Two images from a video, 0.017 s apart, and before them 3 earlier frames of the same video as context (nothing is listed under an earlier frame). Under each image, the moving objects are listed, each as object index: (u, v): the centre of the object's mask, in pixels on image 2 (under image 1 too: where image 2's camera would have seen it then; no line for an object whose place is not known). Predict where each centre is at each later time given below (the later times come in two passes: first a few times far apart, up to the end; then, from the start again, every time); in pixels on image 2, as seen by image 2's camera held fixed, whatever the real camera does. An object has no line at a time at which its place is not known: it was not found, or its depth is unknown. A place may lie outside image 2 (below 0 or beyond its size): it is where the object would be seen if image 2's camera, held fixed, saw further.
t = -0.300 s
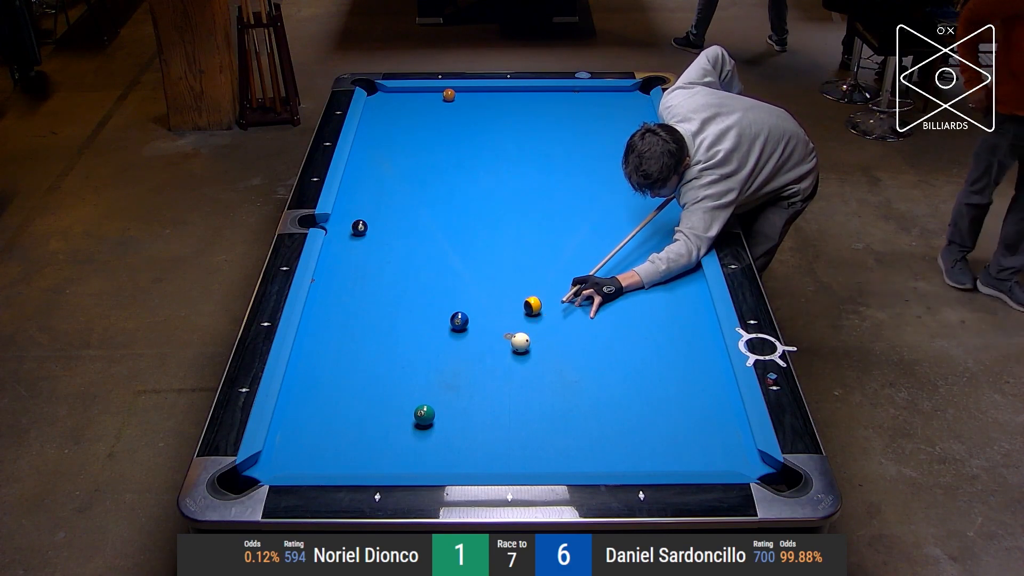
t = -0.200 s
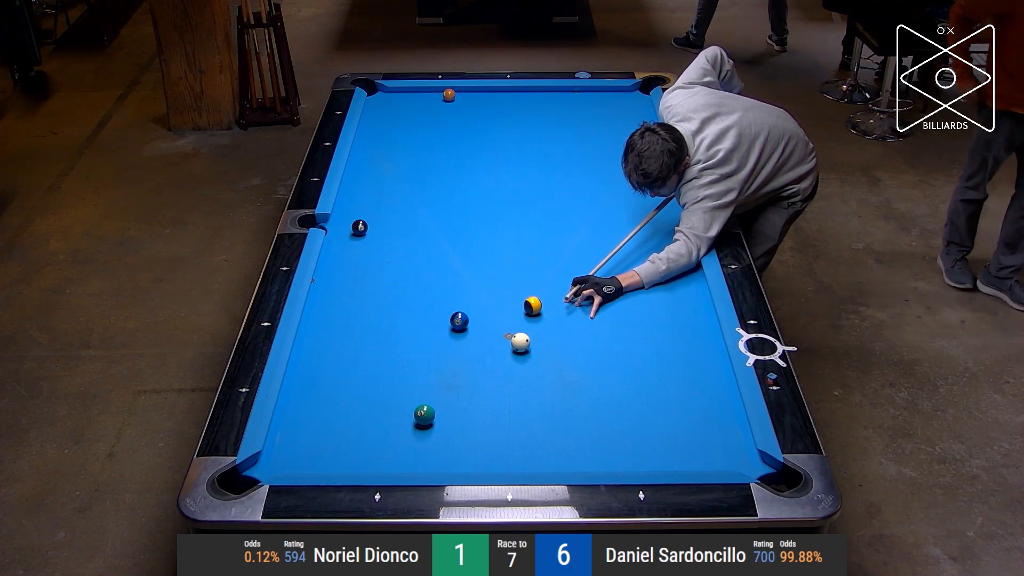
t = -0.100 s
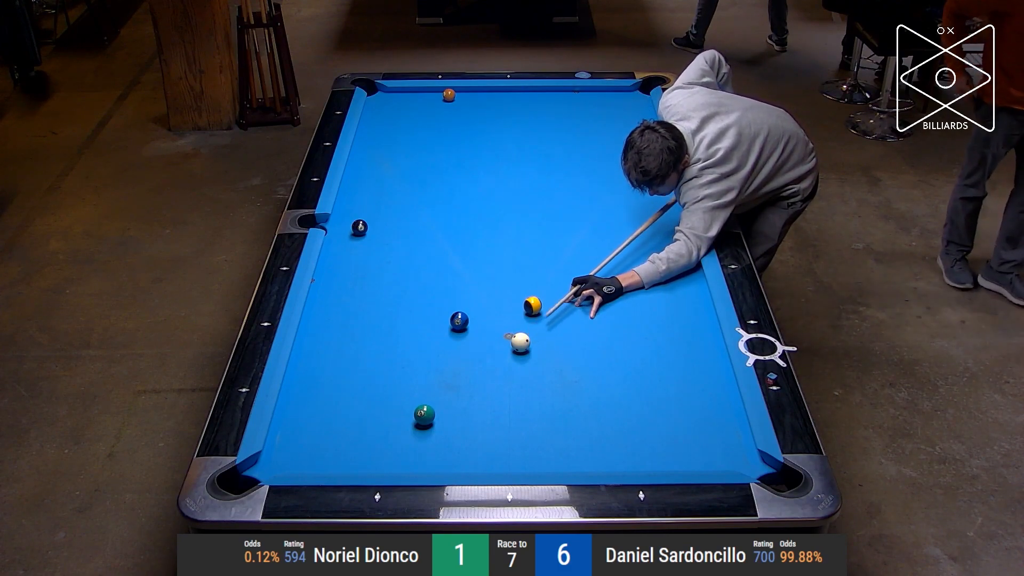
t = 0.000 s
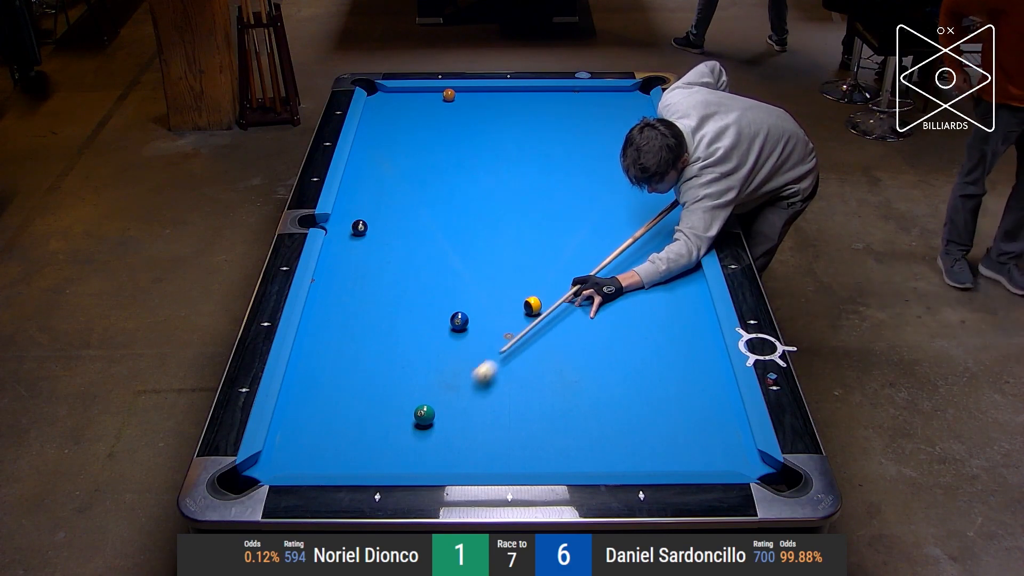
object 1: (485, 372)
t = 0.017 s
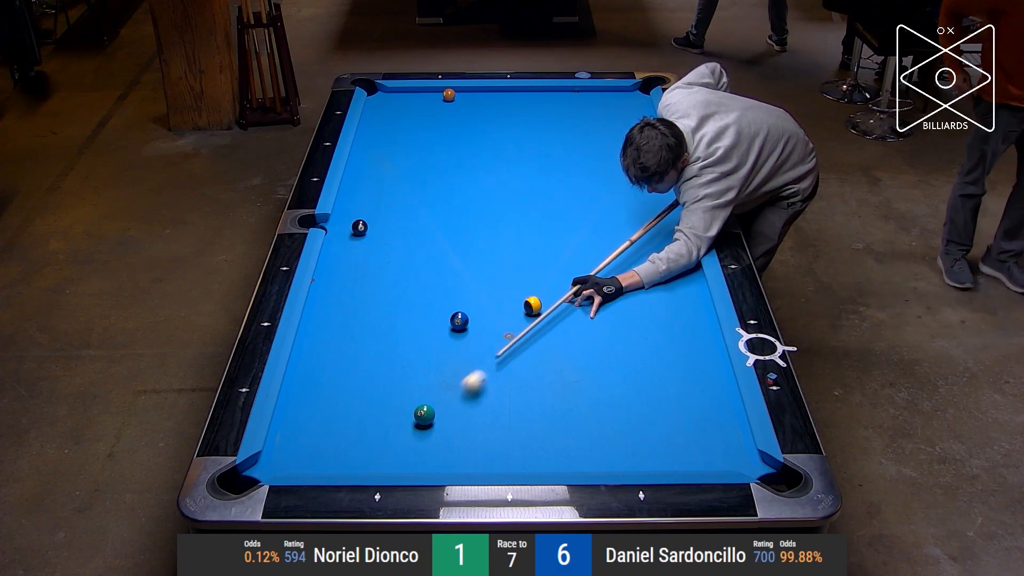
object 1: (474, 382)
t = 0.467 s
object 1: (427, 418)
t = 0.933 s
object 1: (371, 346)
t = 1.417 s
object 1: (326, 287)
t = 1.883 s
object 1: (353, 249)
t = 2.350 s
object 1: (390, 220)
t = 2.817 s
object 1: (425, 197)
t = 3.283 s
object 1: (455, 177)
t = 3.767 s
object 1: (482, 160)
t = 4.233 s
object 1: (503, 146)
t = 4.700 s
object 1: (522, 135)
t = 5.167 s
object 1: (537, 125)
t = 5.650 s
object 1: (551, 117)
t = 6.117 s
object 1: (561, 111)
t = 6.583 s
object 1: (570, 107)
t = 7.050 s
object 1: (576, 103)
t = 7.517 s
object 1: (580, 101)
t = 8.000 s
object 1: (582, 100)
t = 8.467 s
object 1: (582, 100)
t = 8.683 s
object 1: (582, 100)
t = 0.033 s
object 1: (463, 391)
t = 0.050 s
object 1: (451, 402)
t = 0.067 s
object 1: (445, 411)
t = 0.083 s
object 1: (448, 417)
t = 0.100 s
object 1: (451, 423)
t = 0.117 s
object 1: (453, 429)
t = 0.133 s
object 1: (455, 435)
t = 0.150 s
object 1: (457, 441)
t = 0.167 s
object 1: (458, 446)
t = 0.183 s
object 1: (460, 453)
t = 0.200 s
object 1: (461, 459)
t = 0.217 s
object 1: (462, 462)
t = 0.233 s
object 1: (462, 464)
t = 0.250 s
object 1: (459, 461)
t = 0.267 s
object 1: (456, 458)
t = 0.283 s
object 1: (454, 454)
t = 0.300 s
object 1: (451, 450)
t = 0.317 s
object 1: (449, 446)
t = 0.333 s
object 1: (446, 443)
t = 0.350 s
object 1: (443, 439)
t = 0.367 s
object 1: (441, 436)
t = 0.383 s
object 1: (439, 433)
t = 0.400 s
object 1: (436, 430)
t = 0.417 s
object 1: (434, 427)
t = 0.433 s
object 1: (432, 424)
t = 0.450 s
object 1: (429, 421)
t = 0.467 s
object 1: (427, 418)
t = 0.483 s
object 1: (425, 415)
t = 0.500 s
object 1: (423, 412)
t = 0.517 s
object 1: (420, 409)
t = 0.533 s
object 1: (418, 407)
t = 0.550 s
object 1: (416, 404)
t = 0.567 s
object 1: (414, 401)
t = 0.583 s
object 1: (412, 399)
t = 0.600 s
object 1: (409, 396)
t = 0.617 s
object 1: (407, 393)
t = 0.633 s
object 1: (405, 390)
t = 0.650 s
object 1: (403, 388)
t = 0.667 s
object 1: (401, 385)
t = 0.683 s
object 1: (399, 382)
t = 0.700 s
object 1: (397, 380)
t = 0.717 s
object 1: (395, 377)
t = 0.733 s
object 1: (393, 375)
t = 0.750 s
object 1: (391, 372)
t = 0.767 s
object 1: (389, 370)
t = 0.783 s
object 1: (388, 368)
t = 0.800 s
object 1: (386, 365)
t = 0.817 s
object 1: (384, 362)
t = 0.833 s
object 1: (382, 360)
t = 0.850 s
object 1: (380, 358)
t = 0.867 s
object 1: (378, 355)
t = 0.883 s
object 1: (376, 353)
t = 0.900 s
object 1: (375, 351)
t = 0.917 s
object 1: (373, 348)
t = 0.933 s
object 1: (371, 346)
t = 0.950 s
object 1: (369, 344)
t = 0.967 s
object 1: (367, 342)
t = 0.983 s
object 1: (366, 339)
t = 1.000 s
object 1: (364, 337)
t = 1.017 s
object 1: (362, 335)
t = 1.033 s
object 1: (361, 333)
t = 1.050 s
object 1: (359, 331)
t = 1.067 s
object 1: (357, 328)
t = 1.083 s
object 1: (356, 326)
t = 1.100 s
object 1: (354, 324)
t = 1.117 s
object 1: (352, 322)
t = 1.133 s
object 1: (351, 320)
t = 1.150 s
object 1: (349, 318)
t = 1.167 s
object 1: (348, 316)
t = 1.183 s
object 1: (346, 314)
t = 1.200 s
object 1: (345, 312)
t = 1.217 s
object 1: (343, 310)
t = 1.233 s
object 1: (341, 308)
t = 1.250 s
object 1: (340, 306)
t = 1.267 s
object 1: (338, 304)
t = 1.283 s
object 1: (337, 302)
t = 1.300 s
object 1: (336, 300)
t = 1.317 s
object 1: (334, 298)
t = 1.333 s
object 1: (333, 296)
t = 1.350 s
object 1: (331, 294)
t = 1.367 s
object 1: (330, 292)
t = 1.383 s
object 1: (328, 291)
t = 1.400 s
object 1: (327, 289)
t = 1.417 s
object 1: (326, 287)
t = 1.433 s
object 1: (324, 285)
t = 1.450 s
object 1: (323, 283)
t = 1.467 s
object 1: (321, 282)
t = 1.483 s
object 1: (320, 280)
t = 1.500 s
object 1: (321, 278)
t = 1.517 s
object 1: (323, 277)
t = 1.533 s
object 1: (324, 276)
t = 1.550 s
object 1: (325, 274)
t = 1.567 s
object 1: (327, 273)
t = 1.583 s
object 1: (329, 272)
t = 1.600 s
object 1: (330, 270)
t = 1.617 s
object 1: (331, 269)
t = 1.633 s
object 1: (333, 268)
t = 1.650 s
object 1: (334, 266)
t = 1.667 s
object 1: (335, 265)
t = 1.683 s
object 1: (337, 264)
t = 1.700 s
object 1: (338, 262)
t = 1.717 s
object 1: (340, 261)
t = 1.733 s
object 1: (341, 260)
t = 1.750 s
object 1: (342, 259)
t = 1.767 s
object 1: (344, 257)
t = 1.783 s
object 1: (345, 256)
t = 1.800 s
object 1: (347, 255)
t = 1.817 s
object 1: (348, 254)
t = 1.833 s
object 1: (349, 253)
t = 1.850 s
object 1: (350, 252)
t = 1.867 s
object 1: (352, 250)
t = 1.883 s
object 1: (353, 249)
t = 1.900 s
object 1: (354, 248)
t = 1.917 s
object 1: (355, 247)
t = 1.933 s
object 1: (357, 246)
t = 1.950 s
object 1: (358, 244)
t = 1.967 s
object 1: (359, 243)
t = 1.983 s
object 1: (360, 242)
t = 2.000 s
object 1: (362, 241)
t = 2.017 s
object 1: (363, 240)
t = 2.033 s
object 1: (364, 239)
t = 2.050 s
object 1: (365, 238)
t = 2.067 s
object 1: (367, 236)
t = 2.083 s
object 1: (368, 235)
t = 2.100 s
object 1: (369, 234)
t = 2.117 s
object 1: (370, 233)
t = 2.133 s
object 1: (371, 232)
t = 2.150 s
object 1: (373, 231)
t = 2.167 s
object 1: (374, 230)
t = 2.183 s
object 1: (376, 229)
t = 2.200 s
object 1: (377, 228)
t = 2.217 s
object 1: (379, 227)
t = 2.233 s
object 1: (380, 226)
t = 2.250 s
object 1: (381, 225)
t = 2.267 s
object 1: (383, 224)
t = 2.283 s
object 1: (384, 223)
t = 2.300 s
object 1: (386, 223)
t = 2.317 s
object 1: (387, 222)
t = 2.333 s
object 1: (388, 221)
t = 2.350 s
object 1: (390, 220)
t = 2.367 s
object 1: (391, 219)
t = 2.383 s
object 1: (392, 218)
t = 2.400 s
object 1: (394, 217)
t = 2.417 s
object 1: (395, 216)
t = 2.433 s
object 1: (396, 215)
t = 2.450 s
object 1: (398, 215)
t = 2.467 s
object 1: (399, 214)
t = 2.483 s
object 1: (400, 213)
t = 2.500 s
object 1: (402, 212)
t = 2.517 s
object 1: (403, 211)
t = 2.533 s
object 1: (404, 210)
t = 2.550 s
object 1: (406, 210)
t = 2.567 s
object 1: (407, 208)
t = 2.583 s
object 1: (408, 208)
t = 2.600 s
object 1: (409, 207)
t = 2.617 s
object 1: (411, 206)
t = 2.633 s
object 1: (412, 205)
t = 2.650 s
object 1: (413, 204)
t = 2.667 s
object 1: (414, 204)
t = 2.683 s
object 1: (415, 203)
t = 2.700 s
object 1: (417, 202)
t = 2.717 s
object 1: (418, 201)
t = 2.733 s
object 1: (419, 200)
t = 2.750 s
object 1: (421, 200)
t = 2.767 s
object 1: (422, 199)
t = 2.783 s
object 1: (423, 198)
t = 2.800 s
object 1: (424, 197)
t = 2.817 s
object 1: (425, 197)
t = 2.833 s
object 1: (427, 196)
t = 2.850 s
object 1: (428, 195)
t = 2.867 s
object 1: (429, 194)
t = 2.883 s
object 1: (430, 193)
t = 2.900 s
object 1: (431, 193)
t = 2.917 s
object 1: (432, 192)
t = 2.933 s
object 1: (433, 191)
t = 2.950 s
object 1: (434, 191)
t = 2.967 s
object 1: (436, 190)
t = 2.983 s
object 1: (437, 189)
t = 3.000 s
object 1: (438, 188)
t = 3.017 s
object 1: (439, 188)
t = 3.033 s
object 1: (440, 187)
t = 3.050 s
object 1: (441, 186)
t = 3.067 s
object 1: (442, 186)
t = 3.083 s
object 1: (443, 185)
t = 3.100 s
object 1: (444, 184)
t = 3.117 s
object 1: (445, 184)
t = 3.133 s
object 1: (446, 183)
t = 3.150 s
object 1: (447, 182)
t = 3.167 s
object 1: (448, 182)
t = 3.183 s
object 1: (449, 181)
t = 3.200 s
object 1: (450, 180)
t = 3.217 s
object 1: (451, 180)
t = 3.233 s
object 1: (452, 179)
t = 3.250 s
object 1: (453, 178)
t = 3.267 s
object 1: (454, 178)
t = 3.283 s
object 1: (455, 177)
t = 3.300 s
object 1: (456, 177)
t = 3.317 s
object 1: (457, 176)
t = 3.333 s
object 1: (458, 175)
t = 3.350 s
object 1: (459, 175)
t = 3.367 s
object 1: (460, 174)
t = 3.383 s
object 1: (461, 173)
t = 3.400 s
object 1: (462, 172)
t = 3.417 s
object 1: (463, 172)
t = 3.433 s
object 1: (464, 171)
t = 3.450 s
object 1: (465, 171)
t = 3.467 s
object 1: (466, 170)
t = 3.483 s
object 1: (467, 170)
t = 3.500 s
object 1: (468, 169)
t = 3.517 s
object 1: (468, 168)
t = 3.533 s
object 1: (469, 168)
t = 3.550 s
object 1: (470, 167)
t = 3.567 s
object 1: (471, 166)
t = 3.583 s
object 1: (472, 166)
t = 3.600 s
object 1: (473, 165)
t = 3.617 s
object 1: (474, 165)
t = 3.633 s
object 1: (475, 164)
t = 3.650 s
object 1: (476, 164)
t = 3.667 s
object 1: (477, 163)
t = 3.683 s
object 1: (478, 163)
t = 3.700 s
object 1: (478, 162)
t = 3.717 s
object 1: (479, 161)
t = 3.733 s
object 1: (480, 161)
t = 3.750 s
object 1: (481, 160)
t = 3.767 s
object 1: (482, 160)
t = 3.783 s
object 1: (483, 159)
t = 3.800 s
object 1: (483, 159)
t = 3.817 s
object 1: (484, 158)
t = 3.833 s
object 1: (485, 158)
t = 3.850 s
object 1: (486, 157)
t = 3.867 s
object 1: (486, 157)
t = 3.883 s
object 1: (487, 156)
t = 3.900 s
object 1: (488, 156)
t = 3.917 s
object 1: (489, 155)
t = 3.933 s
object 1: (490, 155)
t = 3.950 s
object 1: (491, 154)
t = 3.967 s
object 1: (491, 154)
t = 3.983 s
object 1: (492, 153)
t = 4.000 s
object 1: (493, 153)
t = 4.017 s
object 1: (494, 152)
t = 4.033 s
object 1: (495, 152)
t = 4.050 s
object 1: (496, 151)
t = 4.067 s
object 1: (496, 151)
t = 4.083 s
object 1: (497, 150)
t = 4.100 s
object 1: (498, 150)
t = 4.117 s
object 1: (498, 150)
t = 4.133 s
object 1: (499, 149)
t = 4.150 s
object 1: (500, 149)
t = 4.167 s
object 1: (501, 148)
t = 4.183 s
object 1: (501, 148)
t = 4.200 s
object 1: (502, 147)
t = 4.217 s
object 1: (503, 147)
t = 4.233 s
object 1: (503, 146)
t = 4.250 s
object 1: (504, 146)
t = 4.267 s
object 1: (505, 145)
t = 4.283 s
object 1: (506, 145)
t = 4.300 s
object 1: (506, 144)
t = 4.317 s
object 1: (507, 144)
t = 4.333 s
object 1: (508, 144)
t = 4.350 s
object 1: (509, 143)
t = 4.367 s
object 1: (509, 143)
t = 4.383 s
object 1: (510, 142)
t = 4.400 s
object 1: (510, 142)
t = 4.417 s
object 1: (511, 141)
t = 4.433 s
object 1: (512, 141)
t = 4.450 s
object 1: (512, 141)
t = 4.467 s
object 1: (513, 140)
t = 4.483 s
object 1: (513, 140)
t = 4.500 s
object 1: (514, 139)
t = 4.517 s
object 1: (515, 139)
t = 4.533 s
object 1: (515, 139)
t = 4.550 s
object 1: (516, 138)
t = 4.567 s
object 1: (517, 138)
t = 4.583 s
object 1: (518, 137)
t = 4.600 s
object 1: (518, 137)
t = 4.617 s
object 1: (519, 137)
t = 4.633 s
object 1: (519, 136)
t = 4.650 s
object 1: (520, 136)
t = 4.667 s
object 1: (521, 136)
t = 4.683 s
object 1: (521, 135)
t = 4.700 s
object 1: (522, 135)
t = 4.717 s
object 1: (523, 134)
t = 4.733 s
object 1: (523, 134)
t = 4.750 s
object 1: (524, 134)
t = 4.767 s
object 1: (524, 133)
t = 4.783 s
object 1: (525, 133)
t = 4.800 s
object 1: (525, 133)
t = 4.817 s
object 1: (526, 132)
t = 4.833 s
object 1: (527, 132)
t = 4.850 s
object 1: (527, 132)
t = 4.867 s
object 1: (528, 131)
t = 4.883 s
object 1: (528, 131)
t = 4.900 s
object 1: (529, 131)
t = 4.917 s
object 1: (529, 130)
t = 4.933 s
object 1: (530, 130)
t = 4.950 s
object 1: (530, 130)
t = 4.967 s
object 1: (531, 129)
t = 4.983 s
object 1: (531, 129)
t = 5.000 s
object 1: (532, 128)
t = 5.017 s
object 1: (532, 128)
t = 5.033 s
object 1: (533, 128)
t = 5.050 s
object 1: (534, 127)
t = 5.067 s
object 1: (534, 127)
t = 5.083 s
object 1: (535, 127)
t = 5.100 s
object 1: (535, 127)
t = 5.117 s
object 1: (536, 126)
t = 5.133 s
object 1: (536, 126)
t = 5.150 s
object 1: (537, 126)
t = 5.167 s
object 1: (537, 125)
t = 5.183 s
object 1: (538, 125)
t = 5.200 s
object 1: (538, 125)
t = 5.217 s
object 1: (539, 124)
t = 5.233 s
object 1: (539, 124)
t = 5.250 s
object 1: (540, 124)
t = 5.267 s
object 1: (540, 124)
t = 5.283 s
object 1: (541, 123)
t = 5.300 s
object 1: (541, 123)
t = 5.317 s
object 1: (542, 123)
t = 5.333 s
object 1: (542, 122)
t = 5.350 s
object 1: (543, 122)
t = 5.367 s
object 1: (543, 122)
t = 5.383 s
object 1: (544, 122)
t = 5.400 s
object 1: (544, 121)
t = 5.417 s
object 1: (544, 121)
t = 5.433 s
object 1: (545, 121)
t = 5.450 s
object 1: (545, 121)
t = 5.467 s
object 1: (546, 120)
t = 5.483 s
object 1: (546, 120)
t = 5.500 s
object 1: (547, 120)
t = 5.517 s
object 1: (547, 119)
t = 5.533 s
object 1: (548, 119)
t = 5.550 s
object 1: (548, 119)
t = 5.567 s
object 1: (548, 119)
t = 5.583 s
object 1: (549, 118)
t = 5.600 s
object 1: (549, 118)
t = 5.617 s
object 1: (550, 118)
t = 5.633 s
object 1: (550, 118)
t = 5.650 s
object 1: (551, 117)
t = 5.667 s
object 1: (551, 117)
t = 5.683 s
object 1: (552, 117)
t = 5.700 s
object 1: (552, 117)
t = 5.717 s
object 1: (552, 116)
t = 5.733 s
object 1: (553, 116)
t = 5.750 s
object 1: (553, 116)
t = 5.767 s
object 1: (554, 116)
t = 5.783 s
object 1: (554, 115)
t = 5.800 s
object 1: (554, 115)
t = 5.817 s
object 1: (555, 115)
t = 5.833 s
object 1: (555, 115)
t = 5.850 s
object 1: (556, 114)
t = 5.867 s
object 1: (556, 114)
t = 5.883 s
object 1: (556, 114)
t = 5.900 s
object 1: (557, 114)
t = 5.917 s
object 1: (557, 114)
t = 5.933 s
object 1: (557, 113)
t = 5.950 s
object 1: (558, 113)
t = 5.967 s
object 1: (558, 113)
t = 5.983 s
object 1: (558, 113)
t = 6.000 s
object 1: (559, 113)
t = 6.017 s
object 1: (559, 112)
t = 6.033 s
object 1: (559, 112)
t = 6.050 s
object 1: (560, 112)
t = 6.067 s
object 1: (560, 112)
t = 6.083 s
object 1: (560, 112)
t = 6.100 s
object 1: (561, 112)
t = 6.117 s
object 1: (561, 111)
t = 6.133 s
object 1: (561, 111)
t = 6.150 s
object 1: (562, 111)
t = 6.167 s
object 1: (562, 111)
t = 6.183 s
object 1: (562, 110)
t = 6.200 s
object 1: (563, 110)
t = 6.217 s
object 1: (563, 110)
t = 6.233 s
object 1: (563, 110)
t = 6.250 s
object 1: (564, 110)
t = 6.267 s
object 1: (564, 110)
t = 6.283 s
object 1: (564, 109)
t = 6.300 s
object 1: (565, 109)
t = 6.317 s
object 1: (565, 109)
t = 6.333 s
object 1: (565, 109)
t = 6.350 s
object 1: (566, 109)
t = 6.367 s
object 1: (566, 109)
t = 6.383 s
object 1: (566, 108)
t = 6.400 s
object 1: (566, 108)
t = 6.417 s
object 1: (567, 108)
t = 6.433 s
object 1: (567, 108)
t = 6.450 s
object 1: (567, 108)
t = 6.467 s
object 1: (567, 108)
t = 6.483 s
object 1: (568, 107)
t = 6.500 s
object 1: (568, 107)
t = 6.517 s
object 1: (568, 107)
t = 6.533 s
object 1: (569, 107)
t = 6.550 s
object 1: (569, 107)
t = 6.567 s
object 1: (569, 107)
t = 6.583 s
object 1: (570, 107)
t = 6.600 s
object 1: (570, 106)
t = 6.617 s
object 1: (570, 106)
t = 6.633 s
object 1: (570, 106)
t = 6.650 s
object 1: (571, 106)
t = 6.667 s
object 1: (571, 106)
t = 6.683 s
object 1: (571, 106)
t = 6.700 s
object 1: (571, 105)
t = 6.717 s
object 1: (572, 105)
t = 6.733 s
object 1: (572, 105)
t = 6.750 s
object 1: (572, 105)
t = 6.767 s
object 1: (572, 105)
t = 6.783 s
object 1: (573, 105)
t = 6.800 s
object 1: (573, 105)
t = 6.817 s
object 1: (573, 105)
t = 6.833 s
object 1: (573, 104)
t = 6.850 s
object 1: (573, 104)
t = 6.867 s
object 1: (574, 104)
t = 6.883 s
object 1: (574, 104)
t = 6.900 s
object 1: (574, 104)
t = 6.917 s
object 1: (574, 104)
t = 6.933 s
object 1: (574, 104)
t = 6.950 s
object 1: (575, 103)
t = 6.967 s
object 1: (575, 103)
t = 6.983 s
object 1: (575, 103)
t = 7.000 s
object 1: (575, 103)
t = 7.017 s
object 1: (575, 103)
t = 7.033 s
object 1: (576, 103)
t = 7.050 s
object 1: (576, 103)
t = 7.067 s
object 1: (576, 103)
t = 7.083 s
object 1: (576, 103)
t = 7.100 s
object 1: (576, 103)
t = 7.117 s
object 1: (576, 103)
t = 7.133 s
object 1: (577, 103)
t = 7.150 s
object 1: (577, 103)
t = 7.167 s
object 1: (577, 102)
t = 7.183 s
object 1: (577, 103)
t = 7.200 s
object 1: (577, 102)
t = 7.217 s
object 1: (577, 102)
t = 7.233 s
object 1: (578, 102)
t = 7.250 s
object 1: (578, 102)
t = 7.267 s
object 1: (578, 102)
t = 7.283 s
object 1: (578, 102)
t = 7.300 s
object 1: (578, 102)
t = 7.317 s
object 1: (578, 102)
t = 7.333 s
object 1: (578, 102)
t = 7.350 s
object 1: (579, 102)
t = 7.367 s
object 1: (579, 102)
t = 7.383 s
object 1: (579, 102)
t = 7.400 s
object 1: (579, 102)
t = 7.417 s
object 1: (579, 102)
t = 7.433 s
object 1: (579, 101)
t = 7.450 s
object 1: (579, 101)
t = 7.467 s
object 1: (579, 101)
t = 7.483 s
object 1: (579, 101)
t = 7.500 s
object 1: (580, 101)
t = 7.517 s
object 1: (580, 101)
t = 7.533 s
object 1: (580, 101)
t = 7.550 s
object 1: (580, 101)
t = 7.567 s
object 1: (580, 101)
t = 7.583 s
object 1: (580, 101)
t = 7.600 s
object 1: (580, 101)
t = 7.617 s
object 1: (580, 101)
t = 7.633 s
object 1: (581, 101)
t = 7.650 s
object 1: (581, 101)
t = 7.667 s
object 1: (581, 101)
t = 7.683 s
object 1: (581, 101)
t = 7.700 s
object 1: (581, 101)
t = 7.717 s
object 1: (581, 100)
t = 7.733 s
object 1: (581, 100)
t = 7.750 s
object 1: (581, 100)
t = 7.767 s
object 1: (581, 100)
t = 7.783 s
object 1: (581, 100)
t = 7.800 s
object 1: (581, 100)
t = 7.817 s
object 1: (581, 100)
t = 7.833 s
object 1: (581, 100)
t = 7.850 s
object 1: (582, 100)
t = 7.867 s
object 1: (582, 100)
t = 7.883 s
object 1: (582, 100)
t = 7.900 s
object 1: (582, 100)
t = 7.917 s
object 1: (582, 100)
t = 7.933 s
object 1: (582, 100)
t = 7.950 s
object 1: (582, 100)
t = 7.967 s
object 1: (582, 100)
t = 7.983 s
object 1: (582, 100)
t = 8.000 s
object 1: (582, 100)
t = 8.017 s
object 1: (582, 100)
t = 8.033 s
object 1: (582, 100)
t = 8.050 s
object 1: (582, 100)
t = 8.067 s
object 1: (582, 100)
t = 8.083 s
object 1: (582, 100)
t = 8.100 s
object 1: (582, 100)
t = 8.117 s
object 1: (582, 100)
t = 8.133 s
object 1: (582, 100)
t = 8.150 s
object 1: (582, 100)
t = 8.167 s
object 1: (582, 100)
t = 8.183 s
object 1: (582, 100)
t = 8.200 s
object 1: (582, 100)
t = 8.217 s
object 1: (582, 100)
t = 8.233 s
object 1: (582, 100)
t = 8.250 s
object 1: (582, 100)
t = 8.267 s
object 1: (582, 100)
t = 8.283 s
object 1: (582, 100)
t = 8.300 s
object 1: (582, 100)
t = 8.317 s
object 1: (582, 100)
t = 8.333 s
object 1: (582, 100)
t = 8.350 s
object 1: (582, 100)
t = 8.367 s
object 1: (582, 100)
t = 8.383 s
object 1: (582, 100)
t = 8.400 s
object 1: (582, 100)
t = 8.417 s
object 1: (582, 100)
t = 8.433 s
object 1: (582, 100)
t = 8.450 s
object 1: (582, 100)
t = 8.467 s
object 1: (582, 100)
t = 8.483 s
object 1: (582, 100)
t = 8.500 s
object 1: (582, 100)
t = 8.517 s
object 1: (582, 100)
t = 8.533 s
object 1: (582, 100)
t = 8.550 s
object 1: (582, 100)
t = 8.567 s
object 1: (582, 100)
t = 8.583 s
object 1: (582, 100)
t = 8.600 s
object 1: (582, 100)
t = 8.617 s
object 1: (582, 100)
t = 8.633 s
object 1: (582, 100)
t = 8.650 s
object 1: (582, 100)
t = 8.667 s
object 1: (582, 100)
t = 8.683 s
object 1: (582, 100)
